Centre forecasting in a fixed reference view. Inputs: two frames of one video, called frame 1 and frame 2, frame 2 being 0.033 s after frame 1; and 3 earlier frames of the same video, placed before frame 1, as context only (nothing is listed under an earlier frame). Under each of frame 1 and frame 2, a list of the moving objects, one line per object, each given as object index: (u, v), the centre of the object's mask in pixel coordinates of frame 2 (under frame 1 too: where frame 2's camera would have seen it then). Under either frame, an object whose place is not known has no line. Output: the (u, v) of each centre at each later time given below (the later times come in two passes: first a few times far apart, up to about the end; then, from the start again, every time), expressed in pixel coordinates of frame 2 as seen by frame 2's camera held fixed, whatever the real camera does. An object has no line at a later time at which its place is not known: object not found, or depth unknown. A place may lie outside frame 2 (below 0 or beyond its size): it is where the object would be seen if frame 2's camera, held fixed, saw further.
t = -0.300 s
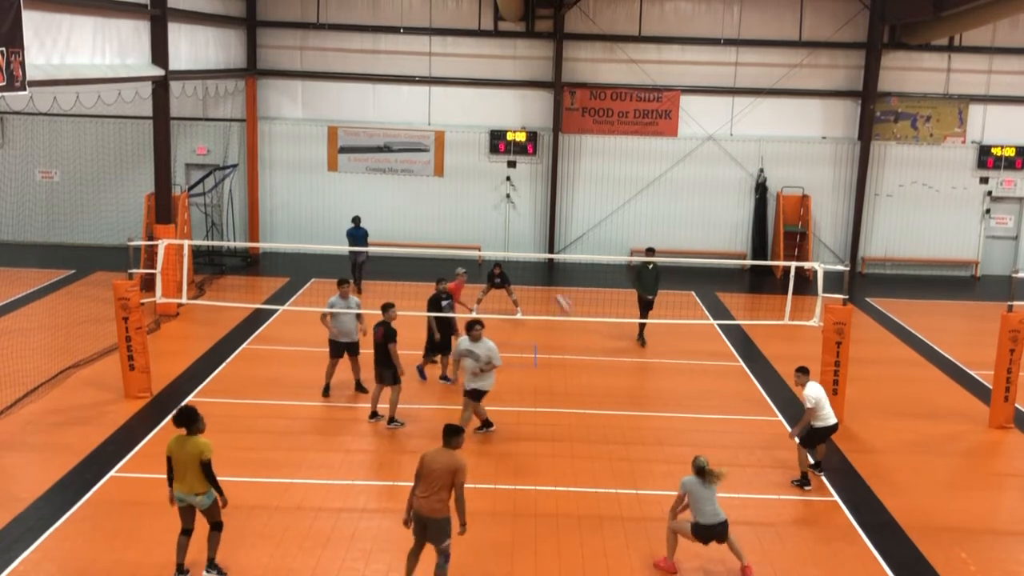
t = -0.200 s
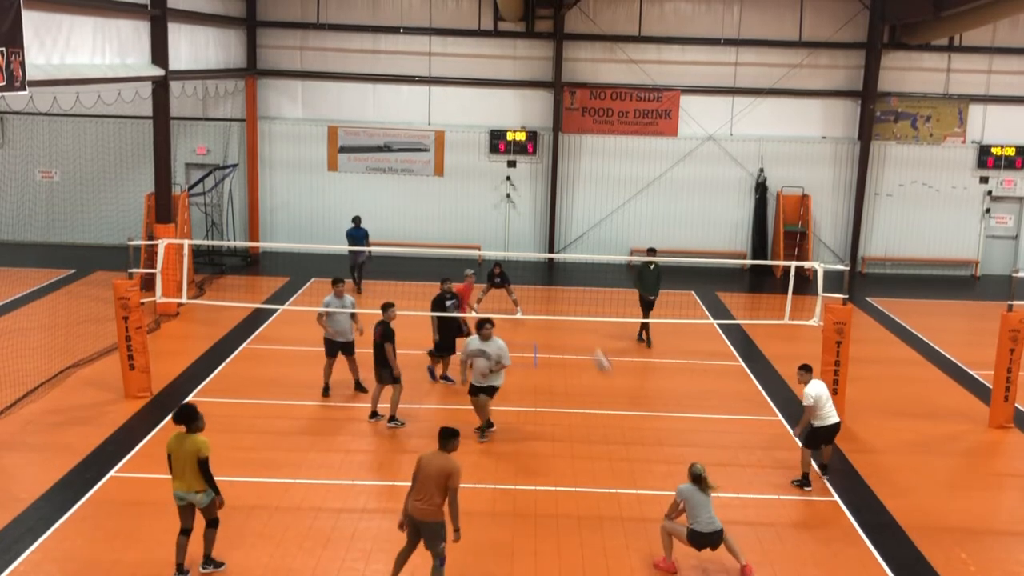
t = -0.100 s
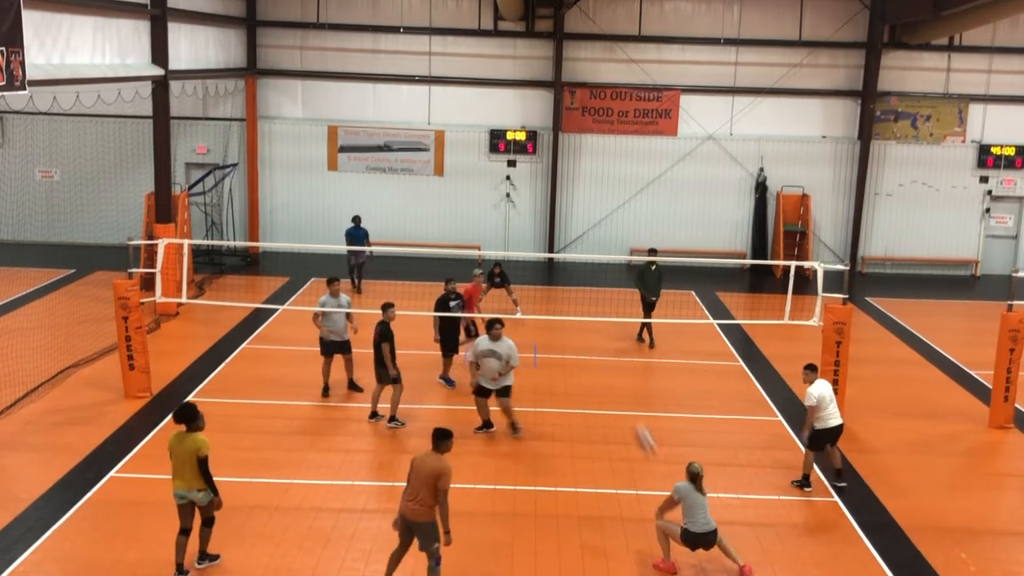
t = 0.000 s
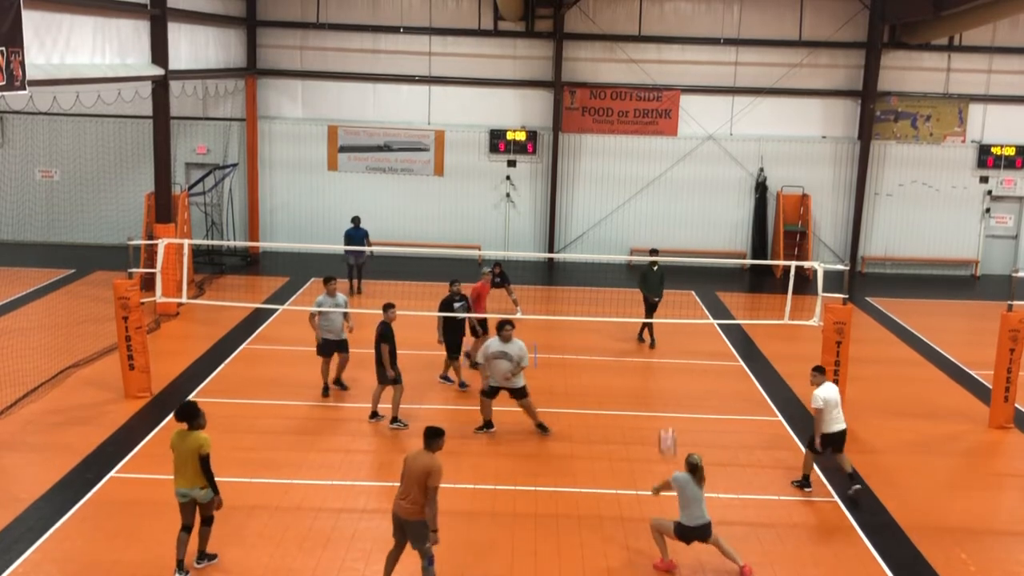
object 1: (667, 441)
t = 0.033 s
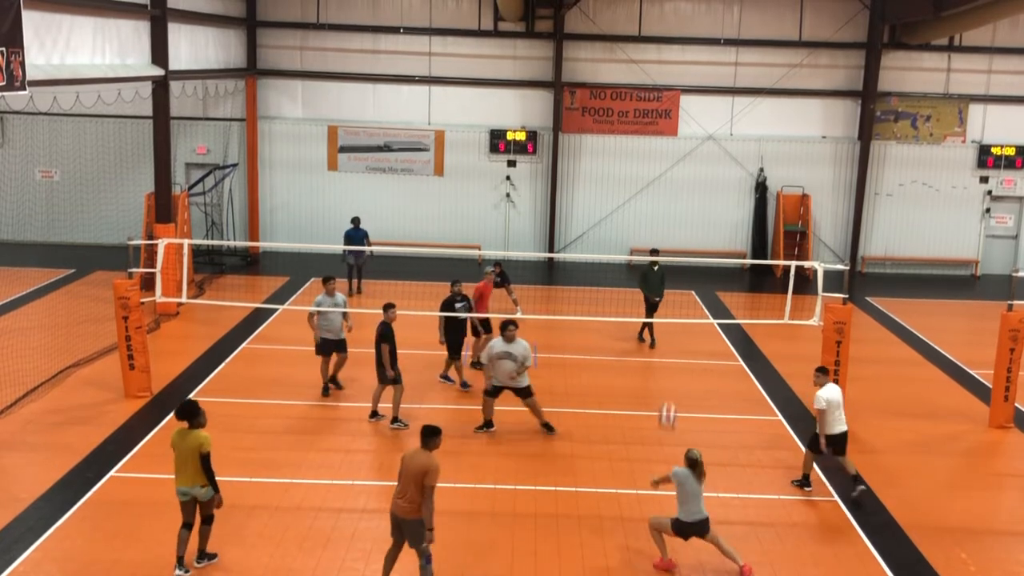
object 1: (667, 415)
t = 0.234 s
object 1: (668, 290)
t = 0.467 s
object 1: (667, 202)
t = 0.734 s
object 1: (665, 160)
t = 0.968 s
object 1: (660, 171)
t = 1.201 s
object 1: (653, 216)
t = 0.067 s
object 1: (667, 392)
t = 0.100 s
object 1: (667, 370)
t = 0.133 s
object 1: (669, 346)
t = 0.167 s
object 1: (668, 329)
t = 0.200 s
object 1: (667, 308)
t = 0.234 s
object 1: (668, 290)
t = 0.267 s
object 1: (668, 274)
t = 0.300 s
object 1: (668, 259)
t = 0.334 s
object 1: (668, 243)
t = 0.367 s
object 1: (667, 234)
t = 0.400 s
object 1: (667, 222)
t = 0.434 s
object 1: (668, 210)
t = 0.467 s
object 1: (667, 202)
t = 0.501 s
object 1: (667, 193)
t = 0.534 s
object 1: (667, 186)
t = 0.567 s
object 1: (666, 179)
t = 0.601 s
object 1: (666, 173)
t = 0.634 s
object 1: (666, 169)
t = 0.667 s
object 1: (665, 165)
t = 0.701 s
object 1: (665, 162)
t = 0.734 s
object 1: (665, 160)
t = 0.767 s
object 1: (664, 159)
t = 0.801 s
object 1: (664, 159)
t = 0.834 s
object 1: (663, 160)
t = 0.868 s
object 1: (662, 161)
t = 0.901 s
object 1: (661, 163)
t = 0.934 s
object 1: (661, 167)
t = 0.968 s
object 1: (660, 171)
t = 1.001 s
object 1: (659, 175)
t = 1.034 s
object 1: (659, 180)
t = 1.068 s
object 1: (657, 186)
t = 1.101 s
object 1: (656, 193)
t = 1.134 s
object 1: (655, 201)
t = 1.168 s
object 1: (654, 208)
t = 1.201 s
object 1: (653, 216)
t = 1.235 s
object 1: (651, 226)
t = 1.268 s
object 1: (650, 236)
